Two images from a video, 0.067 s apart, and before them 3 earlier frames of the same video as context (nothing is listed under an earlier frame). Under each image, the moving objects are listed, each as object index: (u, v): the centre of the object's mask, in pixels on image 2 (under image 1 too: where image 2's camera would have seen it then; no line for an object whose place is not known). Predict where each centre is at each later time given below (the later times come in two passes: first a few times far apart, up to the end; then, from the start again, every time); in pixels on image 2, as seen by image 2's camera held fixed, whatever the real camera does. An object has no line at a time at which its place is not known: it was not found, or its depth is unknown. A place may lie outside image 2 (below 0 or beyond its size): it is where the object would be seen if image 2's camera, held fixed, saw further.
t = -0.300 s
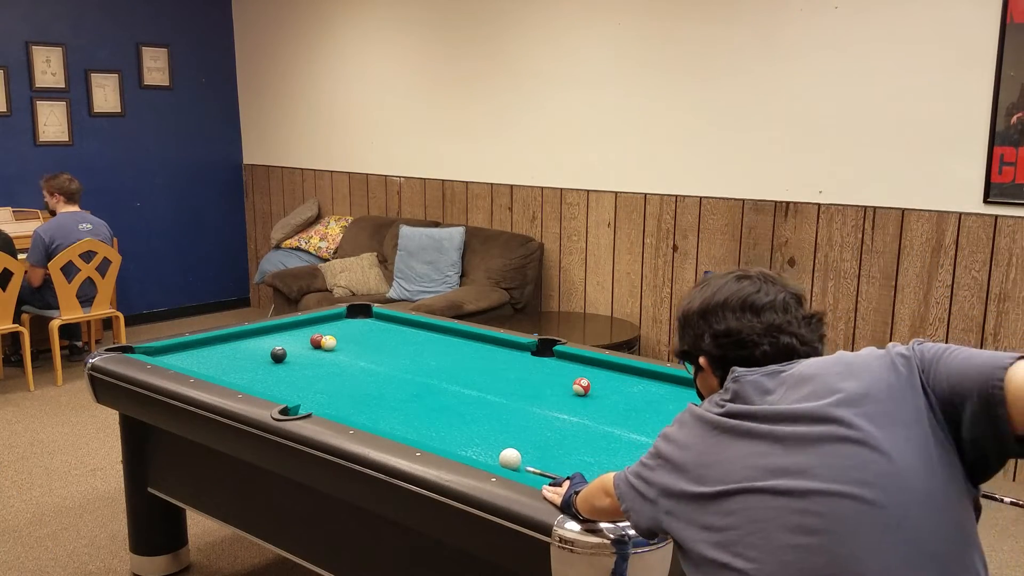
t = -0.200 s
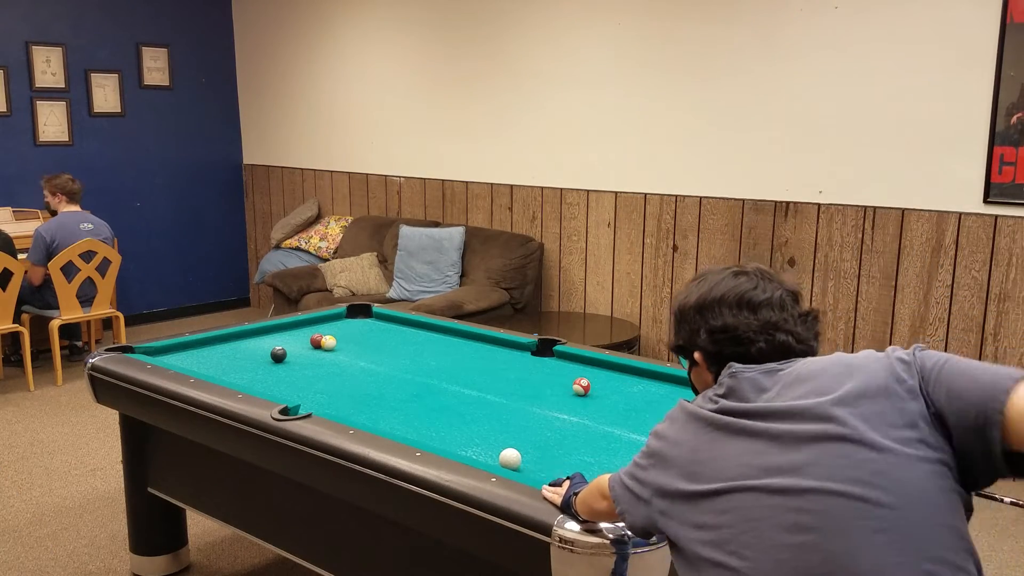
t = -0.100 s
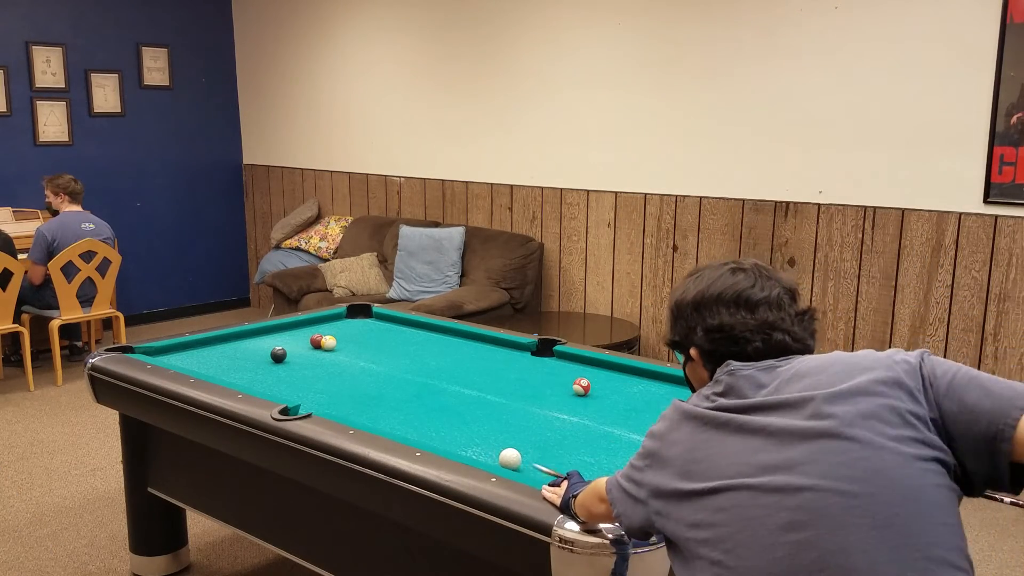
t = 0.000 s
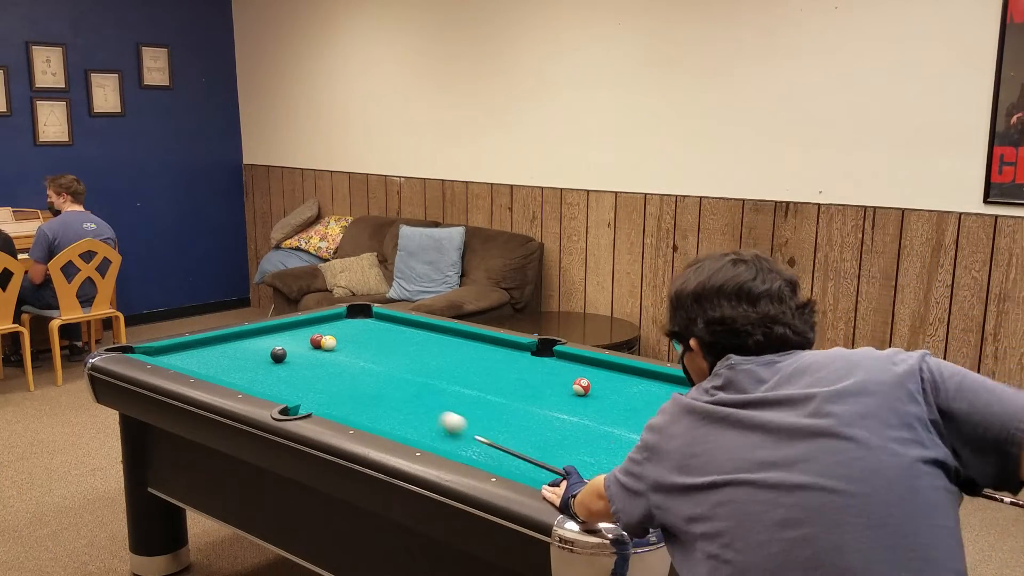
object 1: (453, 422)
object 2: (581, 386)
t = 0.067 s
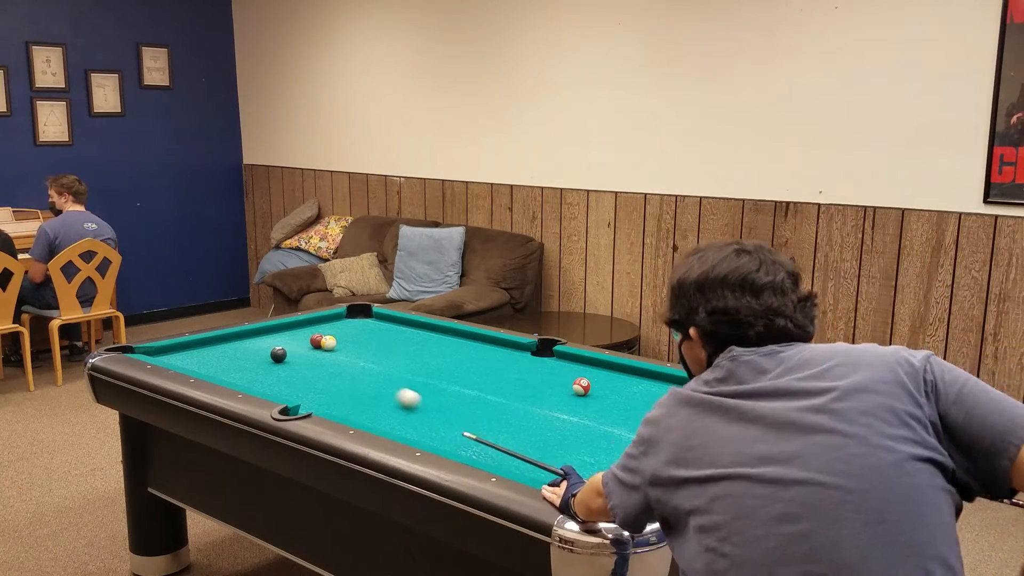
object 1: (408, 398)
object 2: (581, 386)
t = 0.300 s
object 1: (278, 340)
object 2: (581, 386)
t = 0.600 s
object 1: (262, 372)
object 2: (581, 386)
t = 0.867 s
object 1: (324, 404)
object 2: (581, 386)
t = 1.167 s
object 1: (446, 428)
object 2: (581, 386)
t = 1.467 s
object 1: (583, 454)
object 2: (581, 386)
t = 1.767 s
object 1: (640, 451)
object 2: (581, 386)
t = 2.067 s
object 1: (610, 421)
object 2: (581, 386)
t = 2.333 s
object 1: (588, 400)
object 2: (581, 385)
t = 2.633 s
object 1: (563, 388)
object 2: (584, 379)
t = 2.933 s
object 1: (538, 384)
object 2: (588, 370)
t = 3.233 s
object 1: (517, 380)
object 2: (592, 362)
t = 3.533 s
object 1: (498, 376)
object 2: (579, 362)
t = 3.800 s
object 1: (483, 373)
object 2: (568, 363)
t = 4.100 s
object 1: (469, 371)
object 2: (556, 364)
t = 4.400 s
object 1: (456, 369)
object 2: (547, 364)
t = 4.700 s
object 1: (446, 368)
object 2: (540, 365)
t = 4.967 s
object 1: (439, 367)
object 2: (536, 365)
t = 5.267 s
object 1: (433, 366)
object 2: (535, 365)
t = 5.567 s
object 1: (429, 365)
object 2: (535, 365)
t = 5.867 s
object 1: (427, 364)
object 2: (535, 365)
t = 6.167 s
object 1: (427, 364)
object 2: (535, 365)
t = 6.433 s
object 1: (427, 364)
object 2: (535, 365)
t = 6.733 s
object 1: (427, 364)
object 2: (535, 365)
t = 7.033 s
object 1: (427, 364)
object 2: (535, 365)
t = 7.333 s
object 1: (427, 364)
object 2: (535, 365)
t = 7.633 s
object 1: (427, 364)
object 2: (535, 365)
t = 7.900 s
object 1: (427, 364)
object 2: (535, 365)
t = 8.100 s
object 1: (427, 364)
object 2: (535, 365)
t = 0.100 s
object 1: (388, 386)
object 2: (581, 386)
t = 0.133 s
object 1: (371, 377)
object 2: (581, 386)
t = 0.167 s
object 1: (354, 367)
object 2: (581, 386)
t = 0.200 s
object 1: (339, 358)
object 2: (581, 386)
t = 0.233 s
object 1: (324, 349)
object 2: (581, 386)
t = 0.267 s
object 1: (306, 343)
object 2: (581, 386)
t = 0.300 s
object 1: (278, 340)
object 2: (581, 386)
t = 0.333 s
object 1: (251, 338)
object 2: (581, 386)
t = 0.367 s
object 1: (227, 337)
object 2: (581, 386)
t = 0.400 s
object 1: (229, 341)
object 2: (581, 386)
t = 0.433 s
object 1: (234, 347)
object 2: (581, 386)
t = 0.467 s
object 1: (239, 351)
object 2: (581, 386)
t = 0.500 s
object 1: (245, 357)
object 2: (581, 386)
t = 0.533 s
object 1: (250, 362)
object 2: (581, 386)
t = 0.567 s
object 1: (256, 367)
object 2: (581, 386)
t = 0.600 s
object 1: (262, 372)
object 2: (581, 386)
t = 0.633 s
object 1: (267, 377)
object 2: (581, 386)
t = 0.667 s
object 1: (273, 382)
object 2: (581, 386)
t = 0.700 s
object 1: (279, 387)
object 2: (581, 386)
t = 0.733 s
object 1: (284, 390)
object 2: (582, 385)
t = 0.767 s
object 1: (291, 394)
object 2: (581, 387)
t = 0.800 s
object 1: (299, 398)
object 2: (581, 386)
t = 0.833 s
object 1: (311, 402)
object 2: (581, 386)
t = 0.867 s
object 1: (324, 404)
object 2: (581, 386)
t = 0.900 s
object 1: (338, 406)
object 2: (581, 386)
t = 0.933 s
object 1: (351, 409)
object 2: (581, 386)
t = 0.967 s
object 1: (363, 412)
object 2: (581, 386)
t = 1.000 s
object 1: (377, 415)
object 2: (581, 386)
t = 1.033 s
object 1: (391, 417)
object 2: (581, 386)
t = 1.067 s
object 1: (404, 419)
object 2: (581, 386)
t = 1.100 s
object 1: (418, 422)
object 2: (581, 386)
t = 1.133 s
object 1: (432, 425)
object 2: (581, 386)
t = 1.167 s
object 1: (446, 428)
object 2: (581, 386)
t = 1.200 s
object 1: (461, 430)
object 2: (581, 386)
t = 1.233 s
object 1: (475, 433)
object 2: (581, 386)
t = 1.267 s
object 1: (490, 436)
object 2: (581, 386)
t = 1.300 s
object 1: (505, 439)
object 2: (581, 386)
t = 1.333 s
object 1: (520, 442)
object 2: (581, 386)
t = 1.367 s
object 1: (536, 445)
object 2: (581, 386)
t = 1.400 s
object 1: (551, 448)
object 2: (581, 386)
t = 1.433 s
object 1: (567, 451)
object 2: (581, 386)
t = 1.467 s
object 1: (583, 454)
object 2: (581, 386)
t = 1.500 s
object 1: (599, 457)
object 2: (581, 386)
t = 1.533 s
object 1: (616, 461)
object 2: (581, 386)
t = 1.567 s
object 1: (633, 464)
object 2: (581, 386)
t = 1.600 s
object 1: (649, 466)
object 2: (581, 386)
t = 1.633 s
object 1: (658, 465)
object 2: (581, 386)
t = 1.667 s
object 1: (653, 463)
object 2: (581, 386)
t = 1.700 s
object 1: (648, 459)
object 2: (581, 386)
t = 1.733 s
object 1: (644, 455)
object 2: (581, 386)
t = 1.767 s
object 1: (640, 451)
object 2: (581, 386)
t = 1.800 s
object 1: (636, 447)
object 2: (581, 386)
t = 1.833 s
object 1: (633, 444)
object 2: (581, 386)
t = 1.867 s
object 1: (629, 440)
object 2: (581, 386)
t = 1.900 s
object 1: (626, 437)
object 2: (581, 386)
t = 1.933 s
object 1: (623, 434)
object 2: (581, 386)
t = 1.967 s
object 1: (619, 430)
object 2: (581, 386)
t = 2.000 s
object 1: (616, 427)
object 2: (581, 386)
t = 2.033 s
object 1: (613, 424)
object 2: (581, 386)
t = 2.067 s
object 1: (610, 421)
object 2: (581, 386)
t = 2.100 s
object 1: (607, 418)
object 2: (581, 386)
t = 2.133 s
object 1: (604, 416)
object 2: (581, 386)
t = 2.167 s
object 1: (601, 413)
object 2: (581, 386)
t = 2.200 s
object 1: (598, 410)
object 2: (581, 386)
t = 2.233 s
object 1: (595, 407)
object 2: (581, 386)
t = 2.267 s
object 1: (593, 405)
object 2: (581, 386)
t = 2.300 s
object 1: (590, 402)
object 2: (581, 386)
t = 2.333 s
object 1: (588, 400)
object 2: (581, 385)
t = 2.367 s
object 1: (585, 397)
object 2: (581, 384)
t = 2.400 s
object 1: (583, 395)
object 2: (581, 383)
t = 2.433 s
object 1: (580, 393)
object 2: (582, 382)
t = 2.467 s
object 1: (578, 391)
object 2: (584, 382)
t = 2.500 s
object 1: (575, 391)
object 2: (584, 382)
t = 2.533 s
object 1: (572, 390)
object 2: (584, 382)
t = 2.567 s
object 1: (569, 389)
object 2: (584, 381)
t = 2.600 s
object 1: (566, 389)
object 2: (584, 380)
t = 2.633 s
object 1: (563, 388)
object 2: (584, 379)
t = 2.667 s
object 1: (560, 388)
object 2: (585, 378)
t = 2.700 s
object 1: (557, 387)
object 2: (586, 377)
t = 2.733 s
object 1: (555, 387)
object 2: (586, 376)
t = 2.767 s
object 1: (552, 386)
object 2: (587, 375)
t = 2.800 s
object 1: (549, 386)
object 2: (587, 374)
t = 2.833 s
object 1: (546, 385)
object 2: (587, 373)
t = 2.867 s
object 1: (544, 385)
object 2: (588, 372)
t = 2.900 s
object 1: (541, 384)
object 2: (588, 371)
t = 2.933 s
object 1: (538, 384)
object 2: (588, 370)
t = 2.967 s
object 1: (536, 383)
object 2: (589, 369)
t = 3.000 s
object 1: (533, 383)
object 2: (589, 368)
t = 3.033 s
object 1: (531, 382)
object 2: (590, 367)
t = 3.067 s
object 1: (529, 382)
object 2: (590, 366)
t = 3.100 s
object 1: (526, 381)
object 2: (590, 366)
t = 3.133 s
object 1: (524, 381)
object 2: (591, 365)
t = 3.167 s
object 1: (521, 380)
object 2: (591, 364)
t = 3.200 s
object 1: (519, 380)
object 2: (591, 363)
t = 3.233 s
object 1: (517, 380)
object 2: (592, 362)
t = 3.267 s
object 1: (514, 379)
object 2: (592, 362)
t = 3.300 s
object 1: (512, 379)
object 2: (591, 362)
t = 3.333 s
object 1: (510, 378)
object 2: (589, 362)
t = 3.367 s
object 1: (508, 378)
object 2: (587, 362)
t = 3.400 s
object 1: (506, 378)
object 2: (586, 362)
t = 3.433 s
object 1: (504, 377)
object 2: (584, 362)
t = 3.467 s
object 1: (502, 377)
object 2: (582, 362)
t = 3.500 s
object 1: (500, 376)
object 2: (581, 362)
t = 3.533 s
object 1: (498, 376)
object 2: (579, 362)
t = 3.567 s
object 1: (496, 376)
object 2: (577, 362)
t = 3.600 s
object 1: (494, 375)
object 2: (576, 362)
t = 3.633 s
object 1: (492, 375)
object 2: (574, 362)
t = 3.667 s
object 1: (490, 375)
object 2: (573, 363)
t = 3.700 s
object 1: (489, 374)
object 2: (571, 363)
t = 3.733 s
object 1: (487, 374)
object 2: (570, 363)
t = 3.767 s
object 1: (485, 374)
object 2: (569, 363)
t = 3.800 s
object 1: (483, 373)
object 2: (568, 363)
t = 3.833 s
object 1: (482, 373)
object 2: (566, 363)
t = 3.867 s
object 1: (480, 373)
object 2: (565, 363)
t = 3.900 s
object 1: (478, 373)
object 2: (564, 363)
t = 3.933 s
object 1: (477, 372)
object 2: (562, 363)
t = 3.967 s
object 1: (475, 372)
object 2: (561, 363)
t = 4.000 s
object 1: (474, 371)
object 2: (560, 363)
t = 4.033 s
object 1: (472, 371)
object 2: (559, 363)
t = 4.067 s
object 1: (471, 371)
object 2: (557, 364)
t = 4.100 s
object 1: (469, 371)
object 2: (556, 364)
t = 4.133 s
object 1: (468, 371)
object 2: (555, 364)
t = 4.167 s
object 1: (466, 370)
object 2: (554, 364)
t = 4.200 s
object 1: (465, 370)
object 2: (553, 364)
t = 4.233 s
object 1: (463, 370)
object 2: (552, 364)
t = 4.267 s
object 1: (462, 370)
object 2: (551, 364)
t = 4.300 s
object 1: (461, 370)
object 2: (550, 364)
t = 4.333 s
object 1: (459, 370)
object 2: (549, 364)
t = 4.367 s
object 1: (458, 369)
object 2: (548, 364)
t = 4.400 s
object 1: (456, 369)
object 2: (547, 364)
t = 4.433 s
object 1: (456, 369)
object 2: (546, 364)
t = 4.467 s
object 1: (454, 369)
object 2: (545, 364)
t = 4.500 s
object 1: (453, 369)
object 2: (545, 364)
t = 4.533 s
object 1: (452, 368)
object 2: (544, 364)
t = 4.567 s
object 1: (451, 368)
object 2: (543, 364)
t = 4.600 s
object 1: (449, 368)
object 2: (542, 364)
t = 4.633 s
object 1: (448, 368)
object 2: (542, 364)
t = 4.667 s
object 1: (447, 368)
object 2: (541, 364)
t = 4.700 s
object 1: (446, 368)
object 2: (540, 365)
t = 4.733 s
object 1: (445, 367)
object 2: (540, 365)
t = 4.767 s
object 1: (444, 367)
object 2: (539, 365)
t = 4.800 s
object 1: (443, 367)
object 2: (539, 365)
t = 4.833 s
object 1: (442, 367)
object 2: (538, 365)
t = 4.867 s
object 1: (441, 367)
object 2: (538, 365)
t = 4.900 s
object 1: (441, 367)
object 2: (537, 365)
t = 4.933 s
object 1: (440, 367)
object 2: (537, 365)
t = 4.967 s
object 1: (439, 367)
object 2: (536, 365)
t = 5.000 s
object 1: (438, 366)
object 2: (536, 365)
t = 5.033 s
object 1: (437, 366)
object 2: (536, 365)
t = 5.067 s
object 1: (437, 366)
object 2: (535, 365)
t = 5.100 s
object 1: (436, 366)
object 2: (535, 365)
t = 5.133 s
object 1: (435, 366)
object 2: (535, 365)
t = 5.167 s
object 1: (435, 366)
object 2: (535, 365)
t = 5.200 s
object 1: (434, 366)
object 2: (535, 365)
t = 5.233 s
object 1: (433, 366)
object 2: (535, 365)
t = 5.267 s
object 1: (433, 366)
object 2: (535, 365)
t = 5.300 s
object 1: (432, 366)
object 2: (535, 365)
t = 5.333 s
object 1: (432, 365)
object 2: (535, 365)
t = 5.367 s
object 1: (432, 365)
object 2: (535, 365)
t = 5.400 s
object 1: (431, 365)
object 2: (535, 365)
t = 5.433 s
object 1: (430, 365)
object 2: (535, 365)
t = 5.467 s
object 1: (430, 365)
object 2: (535, 365)
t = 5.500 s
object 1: (430, 365)
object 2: (535, 365)
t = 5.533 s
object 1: (429, 365)
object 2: (535, 365)
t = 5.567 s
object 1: (429, 365)
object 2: (535, 365)
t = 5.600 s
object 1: (428, 365)
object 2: (535, 365)
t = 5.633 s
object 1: (428, 365)
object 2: (535, 365)
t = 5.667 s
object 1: (428, 364)
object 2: (535, 365)
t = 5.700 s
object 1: (428, 364)
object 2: (535, 365)
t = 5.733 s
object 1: (427, 364)
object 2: (535, 365)
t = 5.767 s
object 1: (427, 364)
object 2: (535, 365)
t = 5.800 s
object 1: (427, 364)
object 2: (535, 365)
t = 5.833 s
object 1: (427, 364)
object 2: (535, 365)
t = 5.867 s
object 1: (427, 364)
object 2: (535, 365)
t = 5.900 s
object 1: (427, 364)
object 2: (535, 365)
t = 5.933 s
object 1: (427, 364)
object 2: (535, 365)
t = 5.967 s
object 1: (427, 364)
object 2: (535, 365)
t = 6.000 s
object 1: (427, 364)
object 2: (535, 365)
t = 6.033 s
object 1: (428, 364)
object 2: (535, 365)
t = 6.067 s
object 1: (427, 364)
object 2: (535, 365)
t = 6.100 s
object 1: (427, 364)
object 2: (535, 365)
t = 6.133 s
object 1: (428, 364)
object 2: (535, 365)
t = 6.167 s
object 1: (427, 364)
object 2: (535, 365)
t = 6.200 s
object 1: (427, 364)
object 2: (535, 365)
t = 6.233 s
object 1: (428, 364)
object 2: (535, 365)
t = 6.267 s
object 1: (428, 364)
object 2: (535, 365)
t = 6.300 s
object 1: (427, 364)
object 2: (535, 365)
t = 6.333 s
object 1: (428, 364)
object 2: (535, 365)
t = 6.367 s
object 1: (428, 364)
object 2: (535, 365)
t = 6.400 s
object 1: (428, 364)
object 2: (535, 365)
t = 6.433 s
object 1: (427, 364)
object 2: (535, 365)
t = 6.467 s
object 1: (427, 364)
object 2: (535, 365)
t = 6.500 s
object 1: (428, 364)
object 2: (535, 365)
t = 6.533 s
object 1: (427, 364)
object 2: (535, 365)
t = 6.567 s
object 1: (427, 364)
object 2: (535, 365)
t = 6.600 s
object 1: (427, 364)
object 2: (535, 365)
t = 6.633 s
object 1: (427, 364)
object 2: (535, 365)
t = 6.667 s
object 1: (427, 364)
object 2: (535, 365)
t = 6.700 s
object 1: (427, 364)
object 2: (535, 365)
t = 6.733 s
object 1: (427, 364)
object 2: (535, 365)
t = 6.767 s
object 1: (427, 364)
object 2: (535, 365)
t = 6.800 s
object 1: (427, 364)
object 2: (535, 365)
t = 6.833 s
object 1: (427, 364)
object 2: (535, 365)
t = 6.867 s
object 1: (427, 364)
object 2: (535, 365)
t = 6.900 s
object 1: (427, 364)
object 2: (535, 365)
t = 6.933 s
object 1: (427, 364)
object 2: (535, 365)
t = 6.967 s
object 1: (427, 364)
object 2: (535, 365)
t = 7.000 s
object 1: (427, 364)
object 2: (535, 365)
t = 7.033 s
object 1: (427, 364)
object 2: (535, 365)
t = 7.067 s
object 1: (427, 364)
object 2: (535, 365)
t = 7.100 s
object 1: (427, 364)
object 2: (535, 365)
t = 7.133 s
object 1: (427, 364)
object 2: (535, 365)
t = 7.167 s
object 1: (427, 364)
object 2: (535, 365)
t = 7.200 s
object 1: (427, 364)
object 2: (535, 365)
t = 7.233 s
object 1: (427, 364)
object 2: (535, 365)
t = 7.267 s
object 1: (427, 364)
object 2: (535, 365)
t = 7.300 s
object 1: (427, 364)
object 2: (535, 365)
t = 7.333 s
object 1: (427, 364)
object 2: (535, 365)
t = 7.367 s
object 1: (427, 364)
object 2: (535, 365)
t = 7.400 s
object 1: (428, 364)
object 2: (535, 365)
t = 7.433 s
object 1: (427, 364)
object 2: (535, 365)
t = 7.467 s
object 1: (427, 364)
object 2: (535, 365)
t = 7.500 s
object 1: (427, 364)
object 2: (535, 365)
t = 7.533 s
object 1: (427, 364)
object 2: (535, 365)
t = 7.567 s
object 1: (427, 364)
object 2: (535, 365)
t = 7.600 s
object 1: (427, 364)
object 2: (535, 365)
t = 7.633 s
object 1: (427, 364)
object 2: (535, 365)
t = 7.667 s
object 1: (427, 364)
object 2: (535, 365)
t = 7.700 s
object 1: (427, 364)
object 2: (535, 365)
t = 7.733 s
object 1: (427, 364)
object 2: (535, 365)
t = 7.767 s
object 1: (427, 364)
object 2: (535, 365)
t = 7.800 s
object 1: (427, 364)
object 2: (535, 365)
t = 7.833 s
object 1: (427, 364)
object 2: (535, 365)
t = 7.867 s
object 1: (427, 364)
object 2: (535, 365)
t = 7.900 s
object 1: (427, 364)
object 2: (535, 365)
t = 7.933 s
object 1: (427, 364)
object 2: (535, 365)
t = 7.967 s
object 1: (427, 364)
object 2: (535, 365)
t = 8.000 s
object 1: (427, 364)
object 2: (535, 365)
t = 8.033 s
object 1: (427, 364)
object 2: (535, 365)
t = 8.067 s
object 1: (427, 364)
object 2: (535, 365)
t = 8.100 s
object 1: (427, 364)
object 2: (535, 365)
